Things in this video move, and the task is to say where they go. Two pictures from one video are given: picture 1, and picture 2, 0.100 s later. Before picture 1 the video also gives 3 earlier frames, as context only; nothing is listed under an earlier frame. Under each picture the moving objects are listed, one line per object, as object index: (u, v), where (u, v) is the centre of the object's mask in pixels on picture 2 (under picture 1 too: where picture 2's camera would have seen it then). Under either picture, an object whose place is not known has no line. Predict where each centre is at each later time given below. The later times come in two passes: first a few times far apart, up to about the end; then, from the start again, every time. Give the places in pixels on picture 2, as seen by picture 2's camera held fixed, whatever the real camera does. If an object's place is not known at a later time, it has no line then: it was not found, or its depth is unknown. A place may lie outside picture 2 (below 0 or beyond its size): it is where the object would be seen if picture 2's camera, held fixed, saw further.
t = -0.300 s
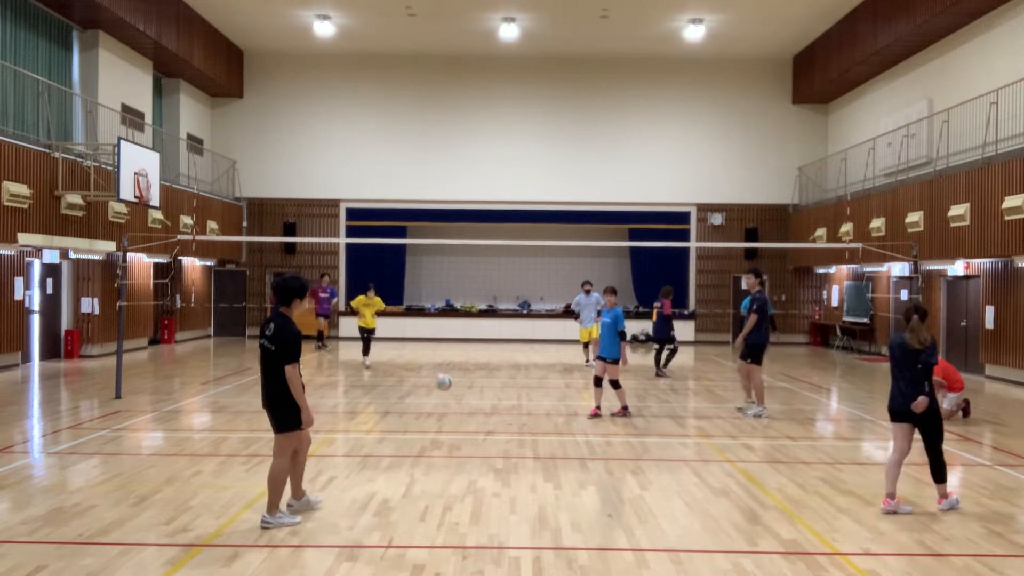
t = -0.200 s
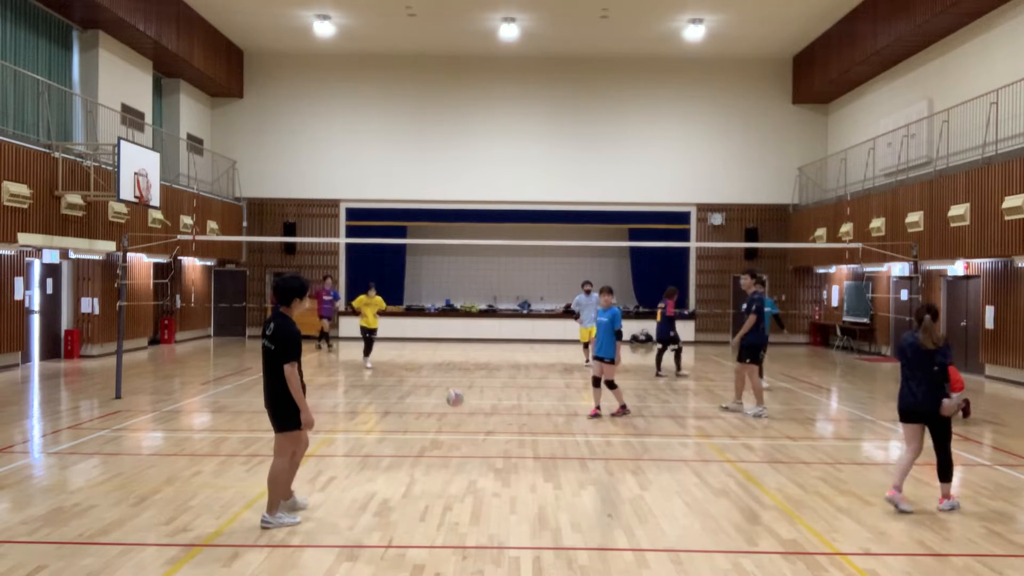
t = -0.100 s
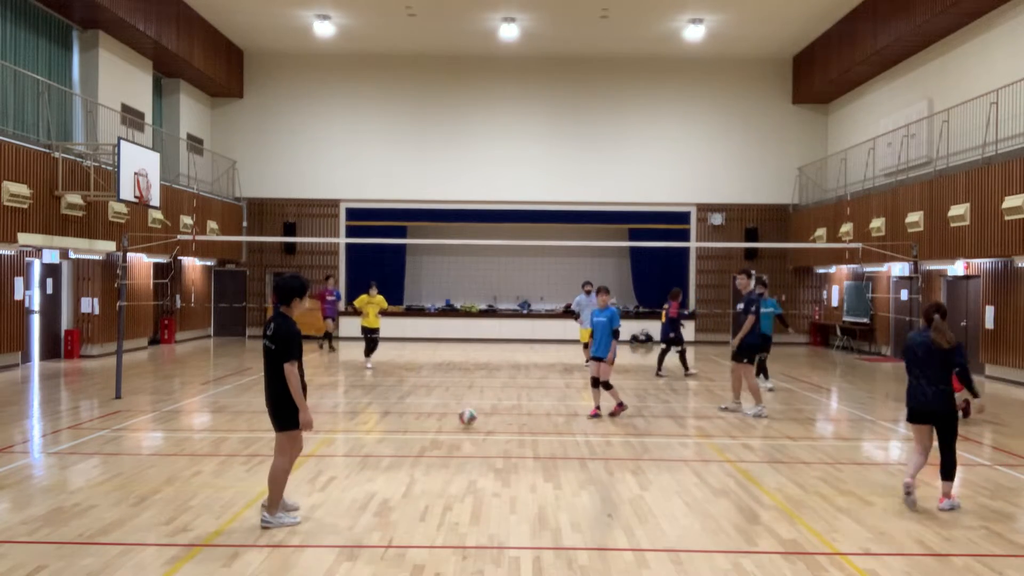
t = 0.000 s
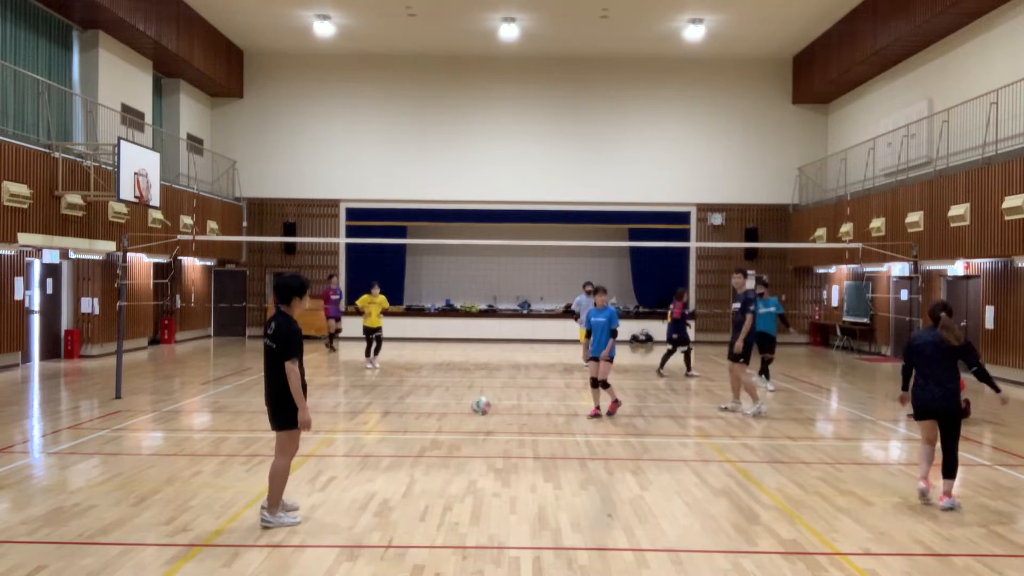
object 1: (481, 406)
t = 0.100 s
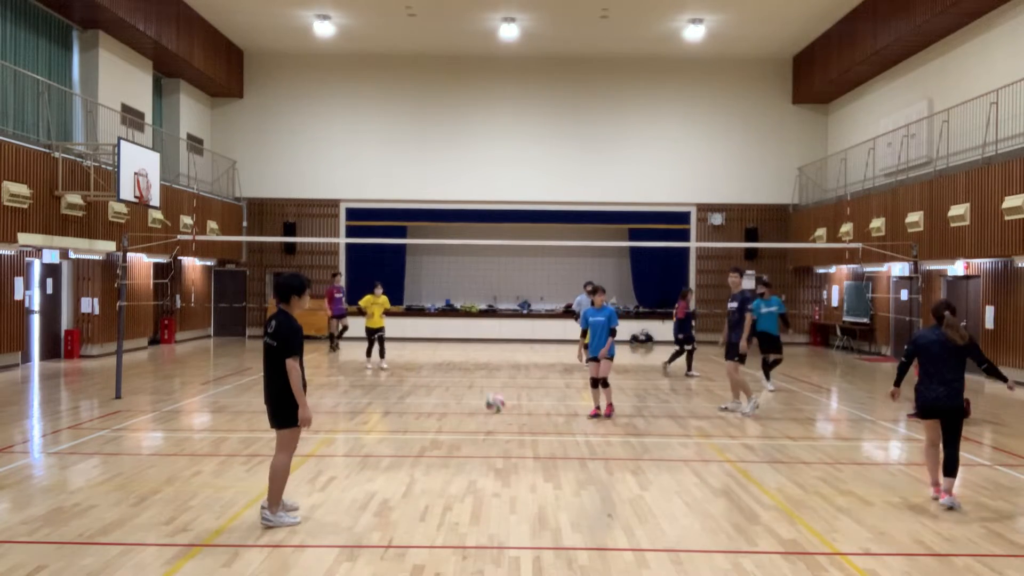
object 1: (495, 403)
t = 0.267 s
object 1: (521, 421)
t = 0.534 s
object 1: (568, 436)
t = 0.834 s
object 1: (633, 473)
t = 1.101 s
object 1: (707, 508)
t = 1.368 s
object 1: (802, 538)
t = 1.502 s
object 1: (859, 554)
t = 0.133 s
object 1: (500, 405)
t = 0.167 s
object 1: (505, 407)
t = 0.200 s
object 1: (510, 410)
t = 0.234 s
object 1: (515, 415)
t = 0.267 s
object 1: (521, 421)
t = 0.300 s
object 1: (526, 429)
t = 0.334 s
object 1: (531, 436)
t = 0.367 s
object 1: (537, 447)
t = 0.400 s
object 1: (543, 442)
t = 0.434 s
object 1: (549, 439)
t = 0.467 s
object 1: (555, 437)
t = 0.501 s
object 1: (561, 435)
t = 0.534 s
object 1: (568, 436)
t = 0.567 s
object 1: (574, 437)
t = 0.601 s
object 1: (581, 439)
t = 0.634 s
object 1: (588, 443)
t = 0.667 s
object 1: (594, 449)
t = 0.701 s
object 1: (602, 456)
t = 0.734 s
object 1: (609, 465)
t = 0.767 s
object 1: (616, 476)
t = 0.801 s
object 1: (625, 475)
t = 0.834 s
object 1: (633, 473)
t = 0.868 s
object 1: (641, 471)
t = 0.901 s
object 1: (649, 472)
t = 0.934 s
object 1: (659, 473)
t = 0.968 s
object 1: (668, 476)
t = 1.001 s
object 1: (678, 482)
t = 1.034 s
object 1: (687, 488)
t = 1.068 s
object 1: (697, 496)
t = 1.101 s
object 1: (707, 508)
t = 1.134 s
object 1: (718, 512)
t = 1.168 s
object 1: (730, 510)
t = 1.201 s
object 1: (740, 511)
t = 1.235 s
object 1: (752, 512)
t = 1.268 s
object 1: (764, 516)
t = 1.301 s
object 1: (776, 522)
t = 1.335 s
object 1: (789, 529)
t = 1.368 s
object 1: (802, 538)
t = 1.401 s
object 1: (816, 552)
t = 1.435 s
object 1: (830, 551)
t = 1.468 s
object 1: (844, 551)
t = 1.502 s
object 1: (859, 554)
